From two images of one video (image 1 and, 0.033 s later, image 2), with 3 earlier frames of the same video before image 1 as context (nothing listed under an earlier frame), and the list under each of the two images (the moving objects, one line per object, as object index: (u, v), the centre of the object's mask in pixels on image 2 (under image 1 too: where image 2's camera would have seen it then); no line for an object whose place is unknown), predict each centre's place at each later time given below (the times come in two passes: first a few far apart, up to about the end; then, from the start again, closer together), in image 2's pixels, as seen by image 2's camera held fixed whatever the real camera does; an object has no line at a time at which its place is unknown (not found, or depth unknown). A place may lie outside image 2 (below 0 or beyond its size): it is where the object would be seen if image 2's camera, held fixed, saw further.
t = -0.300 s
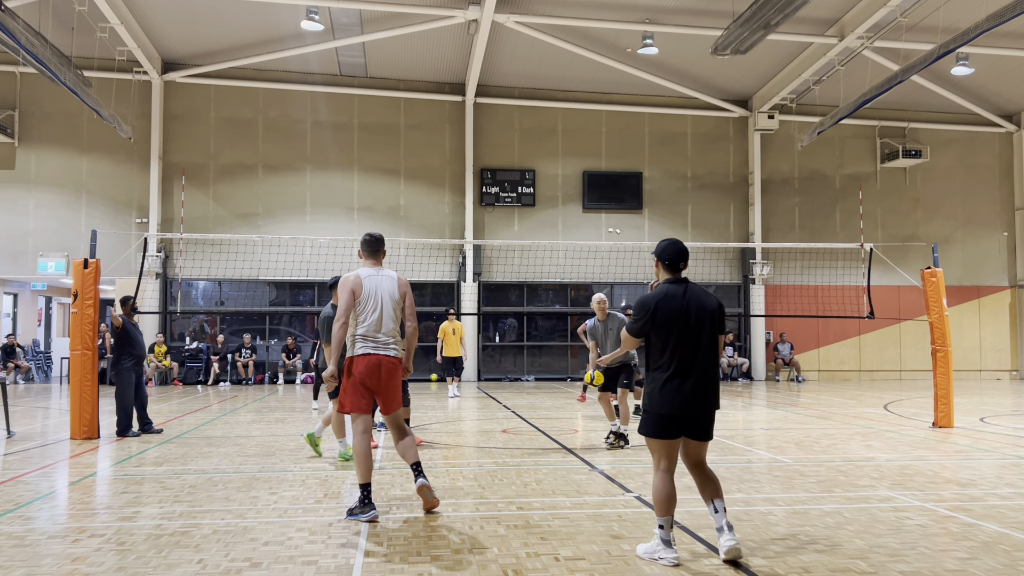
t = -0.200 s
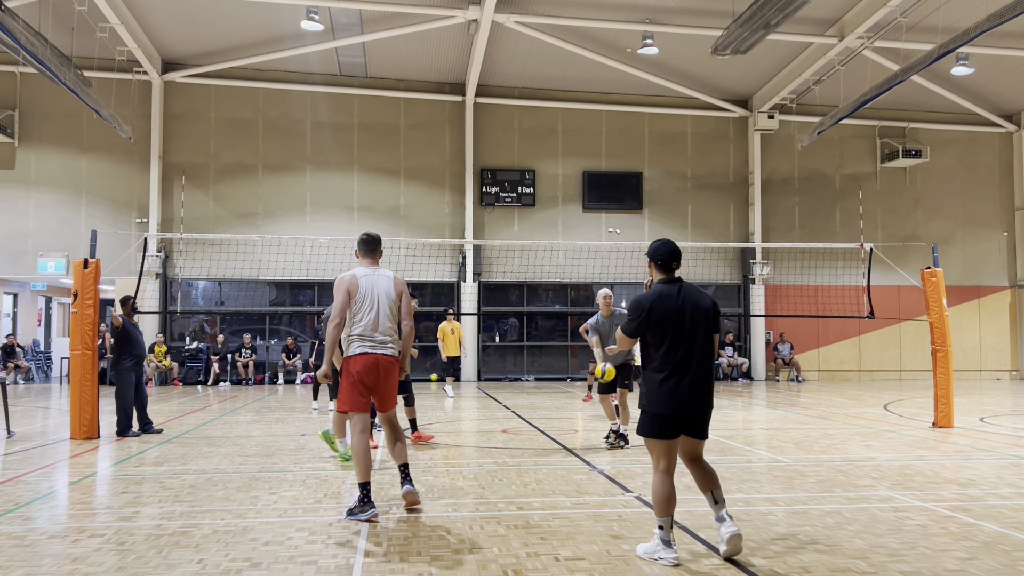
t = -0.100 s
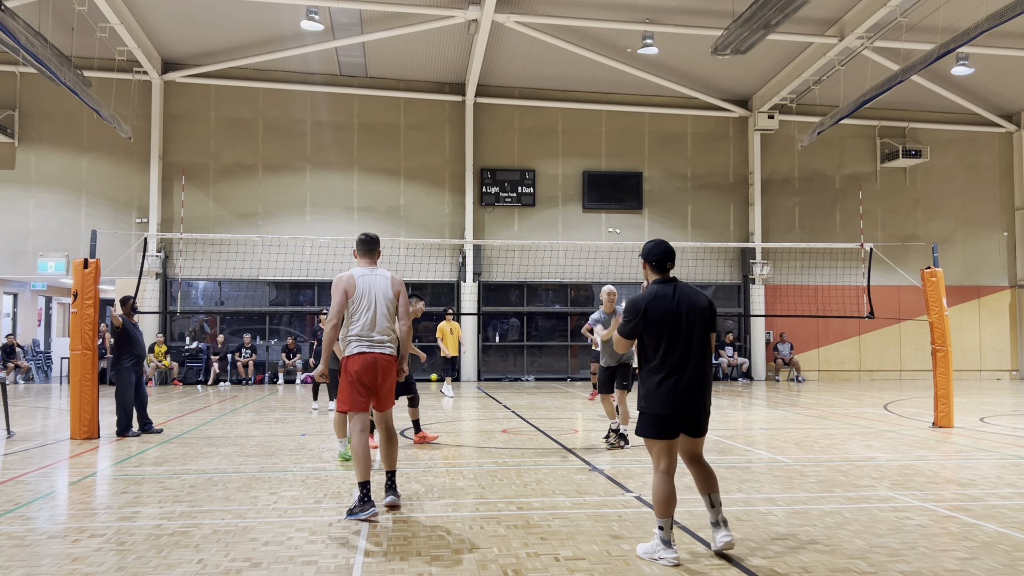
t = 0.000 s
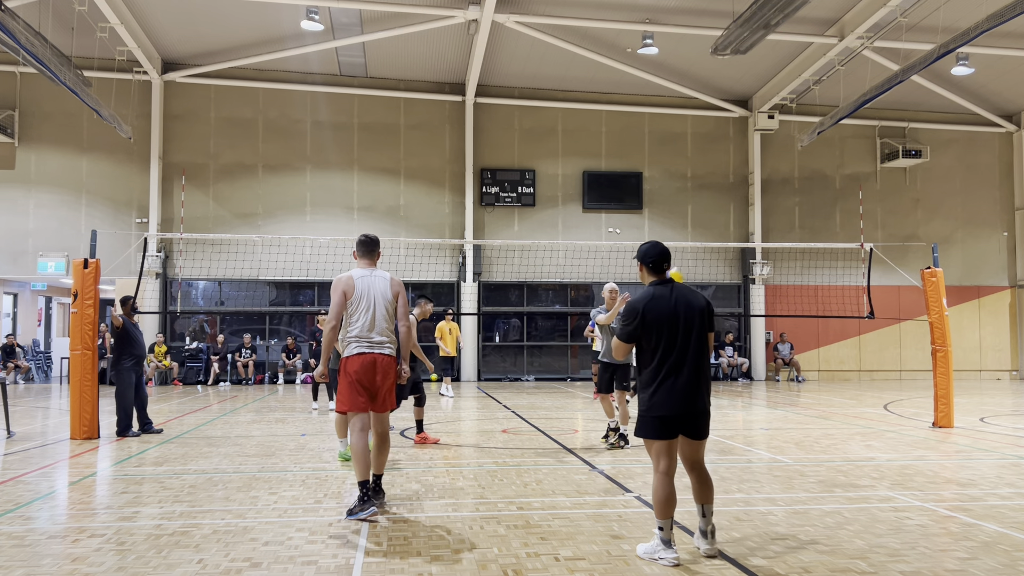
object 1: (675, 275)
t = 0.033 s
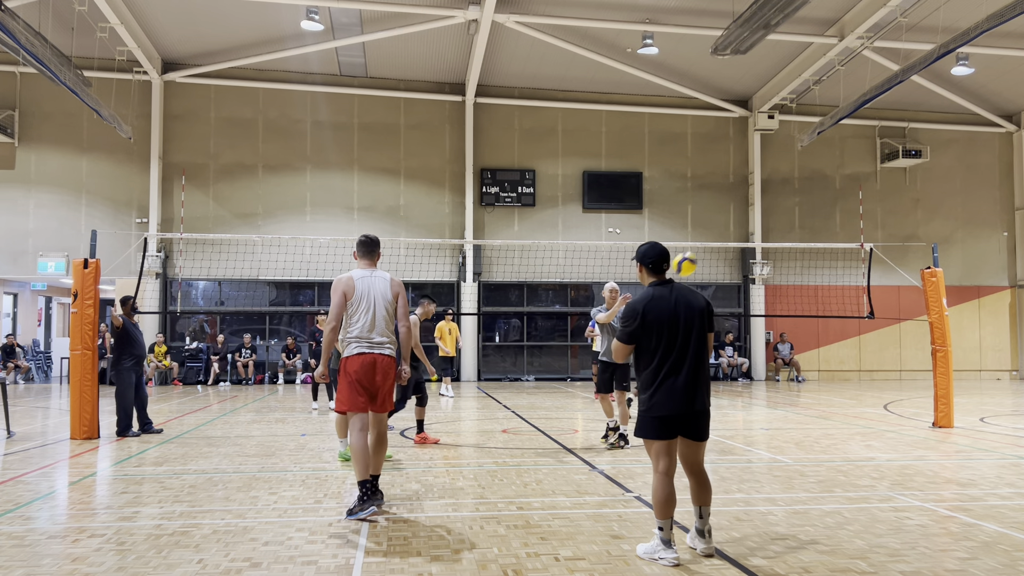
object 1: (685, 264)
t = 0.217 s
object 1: (774, 192)
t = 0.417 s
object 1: (909, 144)
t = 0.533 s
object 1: (1011, 140)
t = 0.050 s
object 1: (692, 256)
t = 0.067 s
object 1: (699, 249)
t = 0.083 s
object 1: (706, 242)
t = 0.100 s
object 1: (714, 235)
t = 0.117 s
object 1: (722, 229)
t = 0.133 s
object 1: (729, 223)
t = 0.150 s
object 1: (738, 216)
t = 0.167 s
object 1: (746, 210)
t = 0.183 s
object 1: (755, 203)
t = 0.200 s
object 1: (764, 198)
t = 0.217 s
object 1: (774, 192)
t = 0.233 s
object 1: (783, 187)
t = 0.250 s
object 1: (793, 182)
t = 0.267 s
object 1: (803, 176)
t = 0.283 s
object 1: (813, 172)
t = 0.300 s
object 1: (824, 167)
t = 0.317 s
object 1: (835, 163)
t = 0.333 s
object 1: (846, 159)
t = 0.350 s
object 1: (857, 156)
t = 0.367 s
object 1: (871, 152)
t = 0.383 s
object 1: (882, 149)
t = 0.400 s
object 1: (895, 146)
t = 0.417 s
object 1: (909, 144)
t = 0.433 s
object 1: (923, 142)
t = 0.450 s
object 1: (937, 141)
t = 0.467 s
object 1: (952, 139)
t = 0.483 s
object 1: (968, 139)
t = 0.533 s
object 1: (1011, 140)
